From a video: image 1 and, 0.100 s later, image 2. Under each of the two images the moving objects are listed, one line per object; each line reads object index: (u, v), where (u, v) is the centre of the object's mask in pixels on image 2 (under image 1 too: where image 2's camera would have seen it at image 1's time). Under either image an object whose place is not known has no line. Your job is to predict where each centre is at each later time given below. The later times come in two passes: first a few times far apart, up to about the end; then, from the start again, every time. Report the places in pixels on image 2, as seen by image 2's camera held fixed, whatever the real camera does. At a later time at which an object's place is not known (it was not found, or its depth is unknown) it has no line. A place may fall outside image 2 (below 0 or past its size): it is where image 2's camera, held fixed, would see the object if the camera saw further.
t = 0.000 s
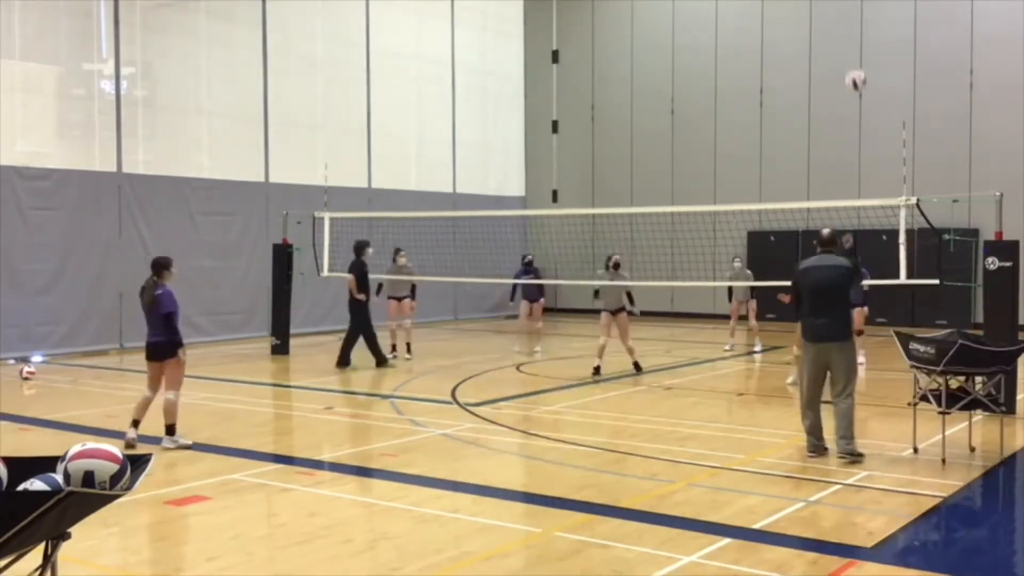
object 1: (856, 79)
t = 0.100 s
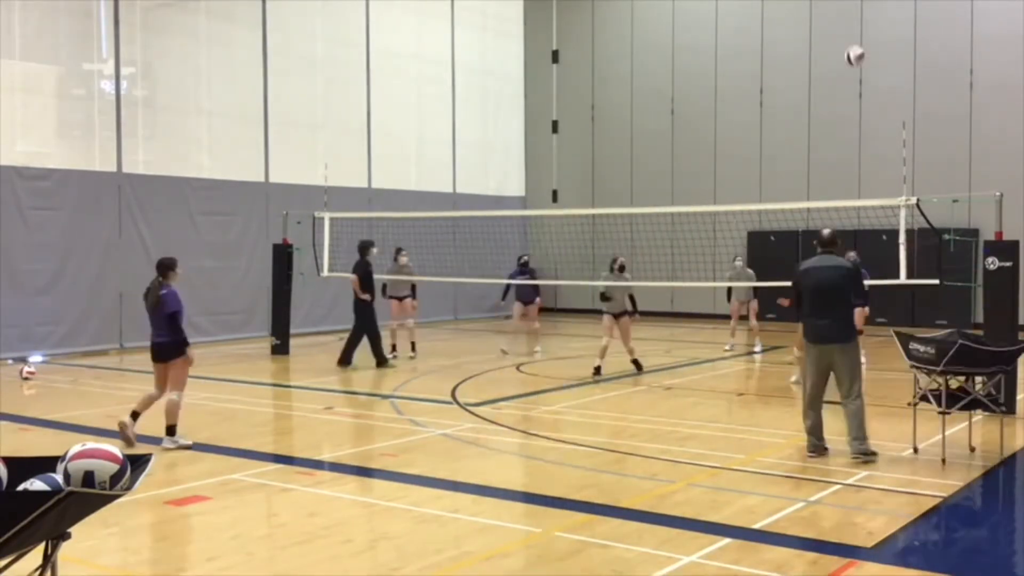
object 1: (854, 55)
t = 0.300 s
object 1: (852, 38)
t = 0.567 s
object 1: (850, 63)
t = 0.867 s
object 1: (845, 144)
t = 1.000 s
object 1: (843, 190)
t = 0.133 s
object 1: (855, 50)
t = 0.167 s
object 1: (854, 46)
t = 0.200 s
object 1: (853, 42)
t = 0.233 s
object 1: (853, 40)
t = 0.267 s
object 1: (852, 39)
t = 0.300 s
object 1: (852, 38)
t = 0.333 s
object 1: (852, 39)
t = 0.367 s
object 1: (851, 40)
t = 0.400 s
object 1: (851, 42)
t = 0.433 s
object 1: (850, 44)
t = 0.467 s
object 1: (851, 48)
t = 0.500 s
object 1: (850, 53)
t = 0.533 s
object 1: (850, 58)
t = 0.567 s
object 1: (850, 63)
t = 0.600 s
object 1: (850, 70)
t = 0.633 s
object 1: (849, 77)
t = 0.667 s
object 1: (849, 85)
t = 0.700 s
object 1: (848, 93)
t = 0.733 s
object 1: (847, 102)
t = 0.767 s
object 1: (847, 112)
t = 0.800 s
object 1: (846, 122)
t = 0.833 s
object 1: (846, 133)
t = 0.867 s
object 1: (845, 144)
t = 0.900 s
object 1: (844, 154)
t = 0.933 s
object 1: (845, 165)
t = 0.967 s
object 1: (844, 177)
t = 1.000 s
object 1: (843, 190)
